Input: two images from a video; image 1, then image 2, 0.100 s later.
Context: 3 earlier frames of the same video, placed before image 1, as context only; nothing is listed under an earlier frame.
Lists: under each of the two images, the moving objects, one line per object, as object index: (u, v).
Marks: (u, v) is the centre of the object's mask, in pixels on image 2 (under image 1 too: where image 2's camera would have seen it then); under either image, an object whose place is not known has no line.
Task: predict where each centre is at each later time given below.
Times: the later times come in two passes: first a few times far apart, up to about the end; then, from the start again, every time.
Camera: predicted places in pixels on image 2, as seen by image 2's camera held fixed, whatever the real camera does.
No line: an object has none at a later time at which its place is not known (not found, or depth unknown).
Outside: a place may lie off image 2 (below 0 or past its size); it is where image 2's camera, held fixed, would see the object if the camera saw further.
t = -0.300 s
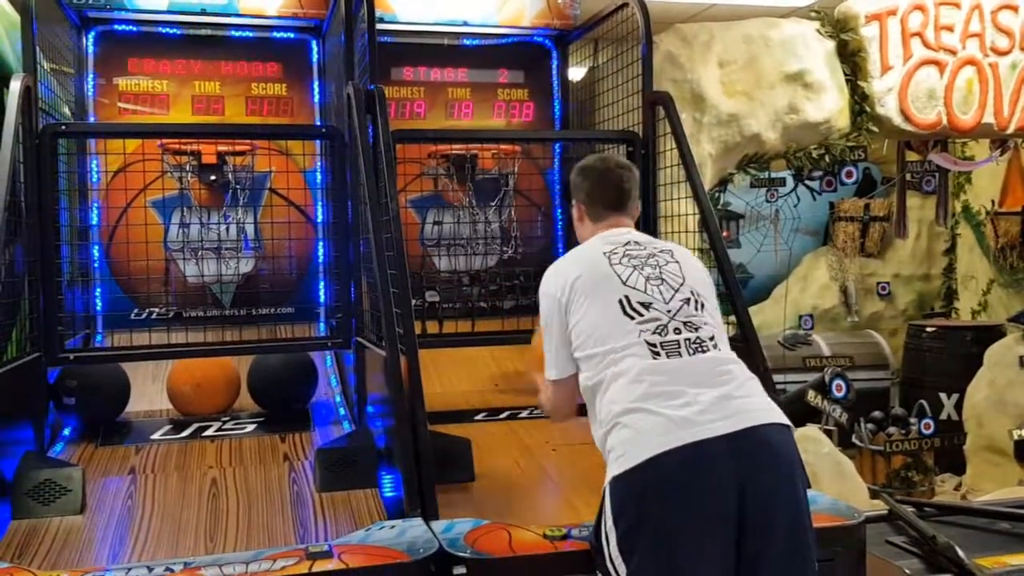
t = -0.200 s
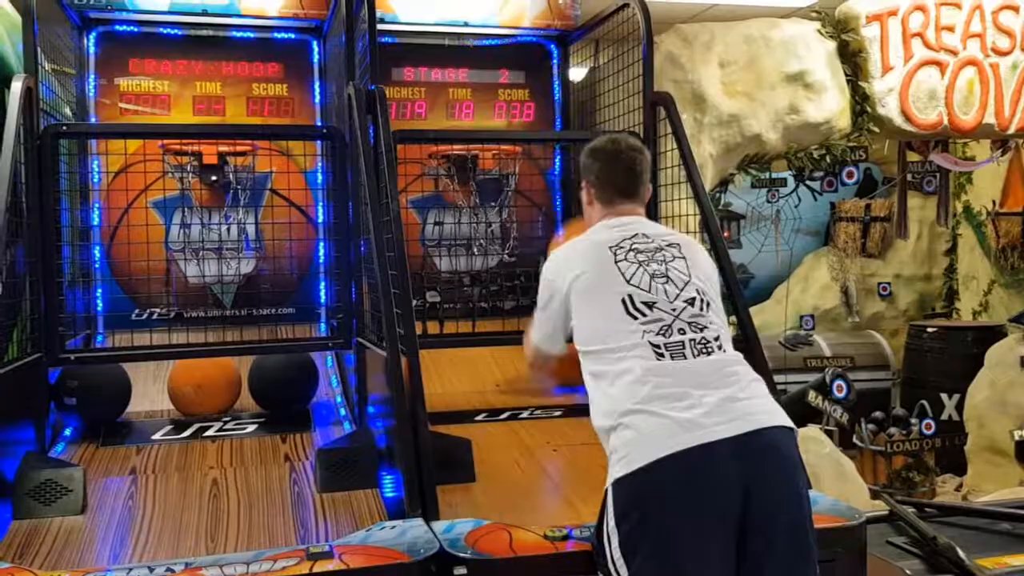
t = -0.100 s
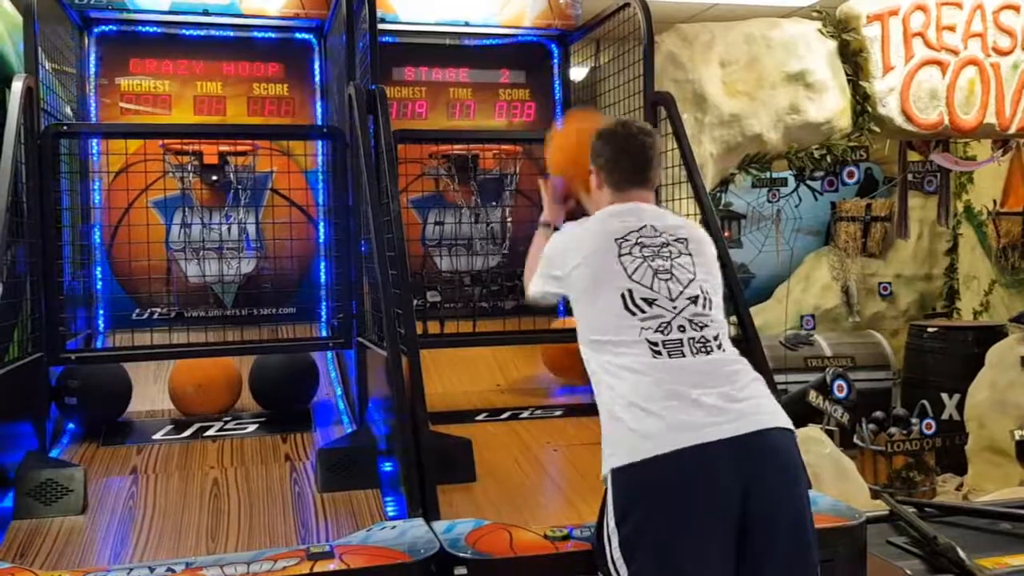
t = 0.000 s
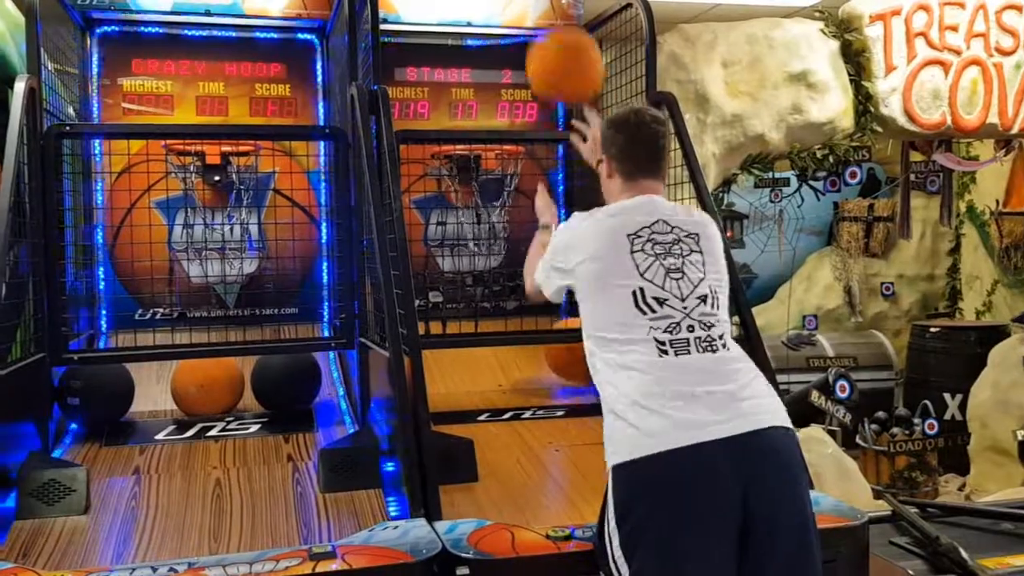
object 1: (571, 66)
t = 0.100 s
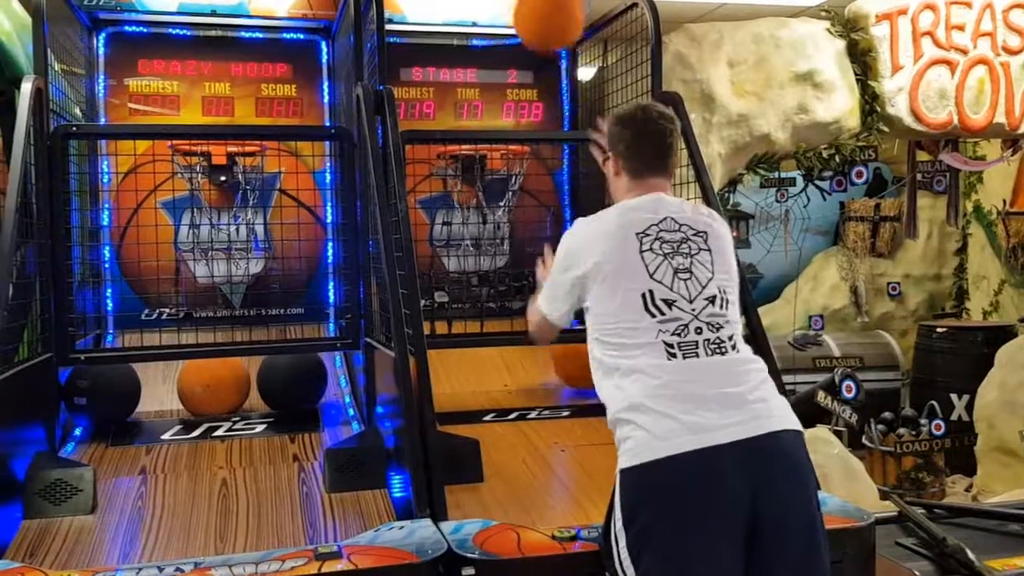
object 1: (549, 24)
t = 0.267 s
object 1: (520, 16)
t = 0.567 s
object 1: (486, 113)
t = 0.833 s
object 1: (499, 119)
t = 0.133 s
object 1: (542, 19)
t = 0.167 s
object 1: (535, 16)
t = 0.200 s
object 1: (532, 15)
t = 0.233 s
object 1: (526, 15)
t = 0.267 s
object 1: (520, 16)
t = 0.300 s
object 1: (514, 20)
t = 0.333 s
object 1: (509, 25)
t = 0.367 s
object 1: (505, 37)
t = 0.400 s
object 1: (500, 50)
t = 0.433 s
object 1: (496, 66)
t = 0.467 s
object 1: (492, 82)
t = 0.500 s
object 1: (487, 105)
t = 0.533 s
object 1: (486, 115)
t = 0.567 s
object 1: (486, 113)
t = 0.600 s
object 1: (488, 110)
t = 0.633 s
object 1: (490, 108)
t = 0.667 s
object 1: (493, 107)
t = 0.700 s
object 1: (495, 107)
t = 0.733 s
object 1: (499, 109)
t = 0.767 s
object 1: (500, 112)
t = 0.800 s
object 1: (503, 117)
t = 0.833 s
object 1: (499, 119)
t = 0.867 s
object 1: (494, 121)
